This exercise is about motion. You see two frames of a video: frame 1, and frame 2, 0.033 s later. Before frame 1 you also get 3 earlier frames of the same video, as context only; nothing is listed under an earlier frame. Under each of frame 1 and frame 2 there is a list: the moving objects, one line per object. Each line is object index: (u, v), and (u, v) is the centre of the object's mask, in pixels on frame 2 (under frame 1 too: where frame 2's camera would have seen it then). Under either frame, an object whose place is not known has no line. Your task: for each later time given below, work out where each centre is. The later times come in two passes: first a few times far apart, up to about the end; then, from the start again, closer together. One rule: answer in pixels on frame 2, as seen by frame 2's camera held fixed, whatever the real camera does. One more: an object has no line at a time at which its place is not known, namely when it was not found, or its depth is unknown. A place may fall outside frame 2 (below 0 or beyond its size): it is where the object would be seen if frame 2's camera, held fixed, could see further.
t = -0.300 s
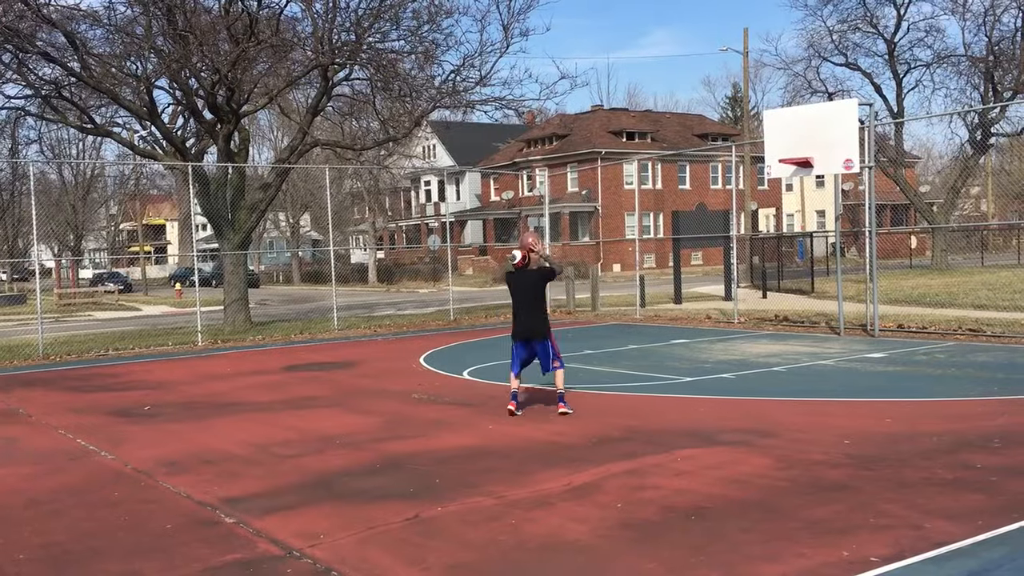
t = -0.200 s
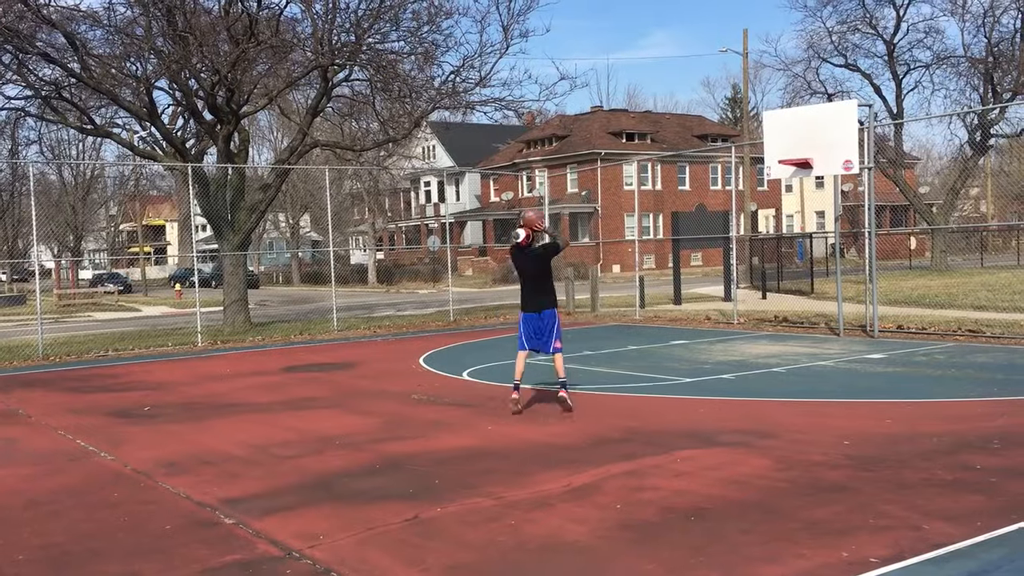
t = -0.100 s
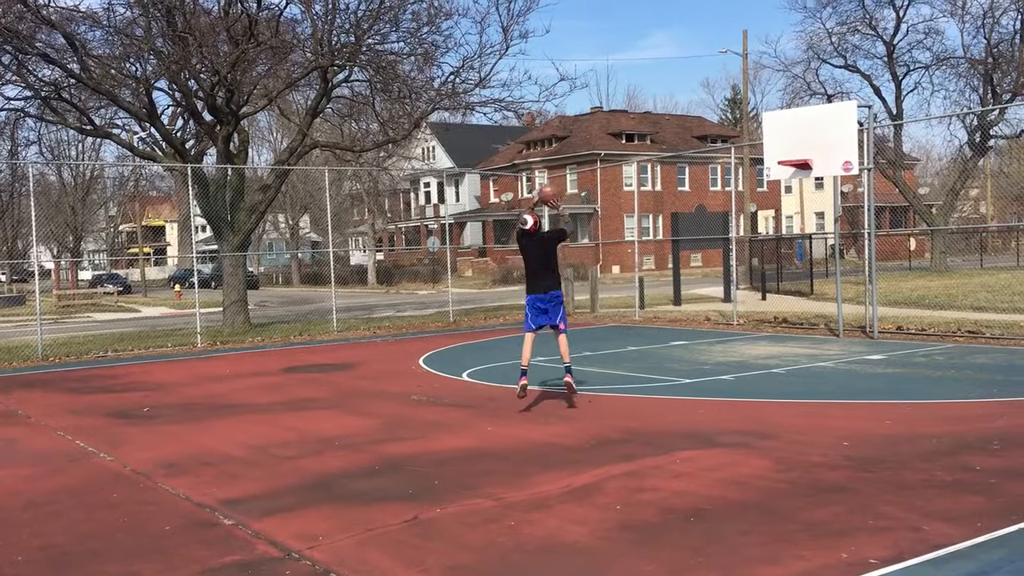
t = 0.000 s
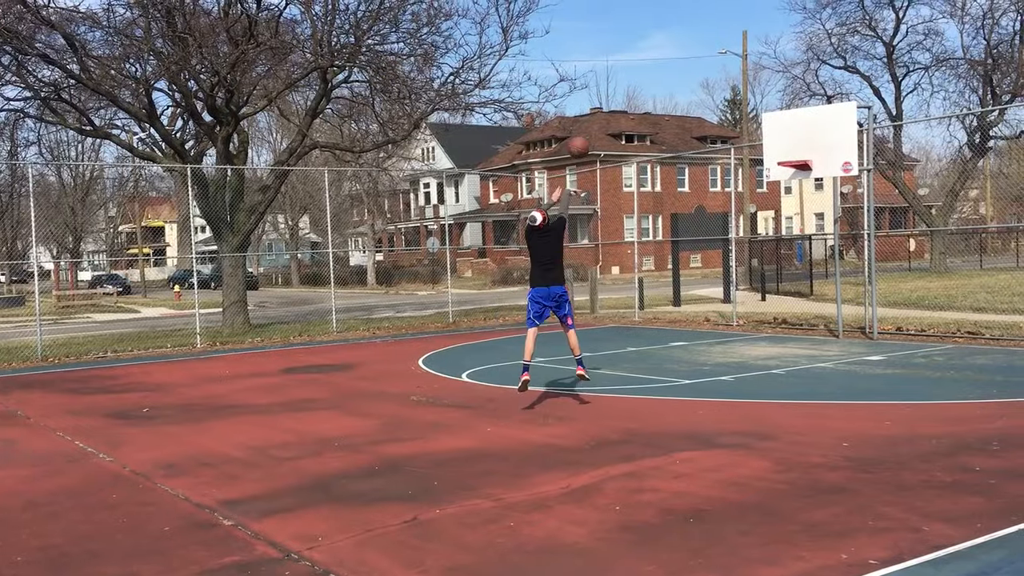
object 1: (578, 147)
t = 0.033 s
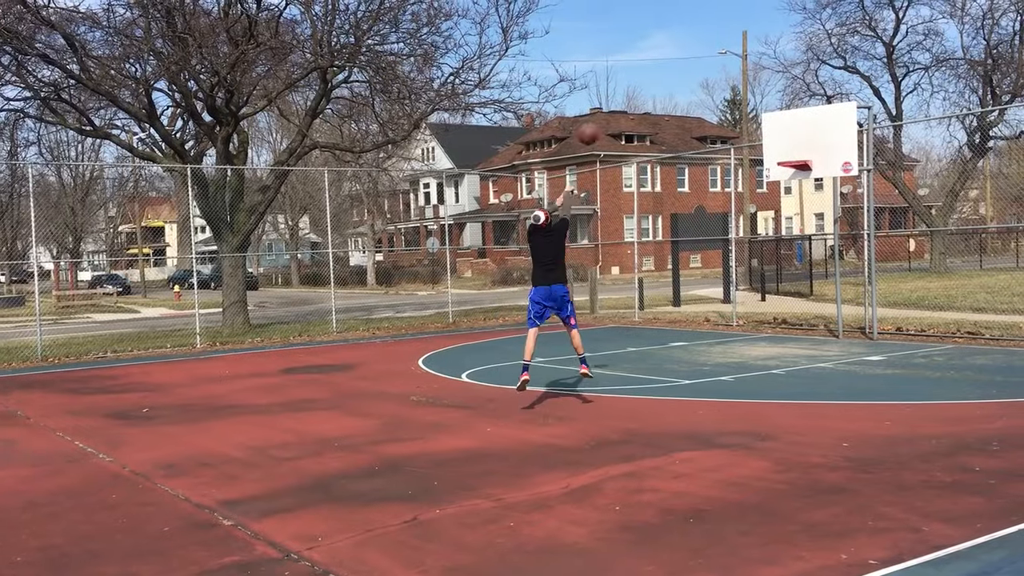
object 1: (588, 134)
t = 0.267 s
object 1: (649, 72)
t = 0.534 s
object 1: (706, 63)
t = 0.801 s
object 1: (752, 103)
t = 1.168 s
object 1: (814, 184)
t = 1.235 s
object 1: (827, 199)
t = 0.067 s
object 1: (597, 120)
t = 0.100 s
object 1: (606, 110)
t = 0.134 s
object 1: (616, 101)
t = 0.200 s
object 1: (633, 84)
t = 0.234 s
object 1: (641, 77)
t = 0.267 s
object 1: (649, 72)
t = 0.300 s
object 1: (657, 68)
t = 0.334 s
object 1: (664, 64)
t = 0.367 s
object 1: (672, 62)
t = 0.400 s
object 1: (679, 61)
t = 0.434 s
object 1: (686, 60)
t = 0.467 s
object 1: (693, 60)
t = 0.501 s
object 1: (700, 62)
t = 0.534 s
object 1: (706, 63)
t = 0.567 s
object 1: (713, 65)
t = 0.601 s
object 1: (719, 69)
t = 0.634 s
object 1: (725, 72)
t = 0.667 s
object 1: (731, 77)
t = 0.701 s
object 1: (737, 82)
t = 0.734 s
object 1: (742, 89)
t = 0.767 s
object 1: (748, 96)
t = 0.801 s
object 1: (752, 103)
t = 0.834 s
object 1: (757, 111)
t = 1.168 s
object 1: (814, 184)
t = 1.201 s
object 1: (820, 191)
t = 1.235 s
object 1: (827, 199)
